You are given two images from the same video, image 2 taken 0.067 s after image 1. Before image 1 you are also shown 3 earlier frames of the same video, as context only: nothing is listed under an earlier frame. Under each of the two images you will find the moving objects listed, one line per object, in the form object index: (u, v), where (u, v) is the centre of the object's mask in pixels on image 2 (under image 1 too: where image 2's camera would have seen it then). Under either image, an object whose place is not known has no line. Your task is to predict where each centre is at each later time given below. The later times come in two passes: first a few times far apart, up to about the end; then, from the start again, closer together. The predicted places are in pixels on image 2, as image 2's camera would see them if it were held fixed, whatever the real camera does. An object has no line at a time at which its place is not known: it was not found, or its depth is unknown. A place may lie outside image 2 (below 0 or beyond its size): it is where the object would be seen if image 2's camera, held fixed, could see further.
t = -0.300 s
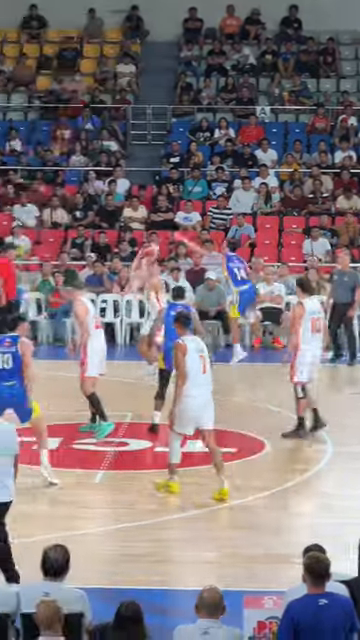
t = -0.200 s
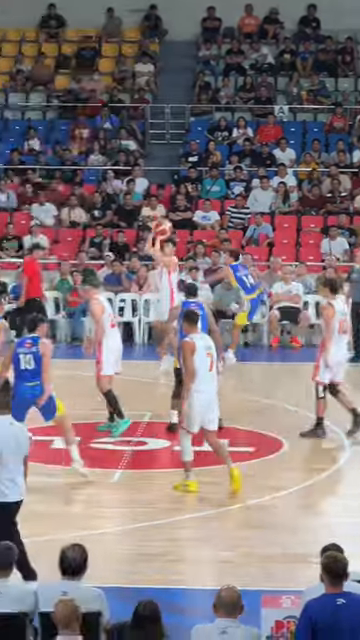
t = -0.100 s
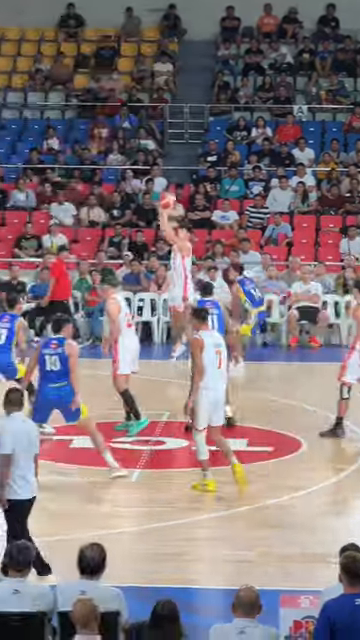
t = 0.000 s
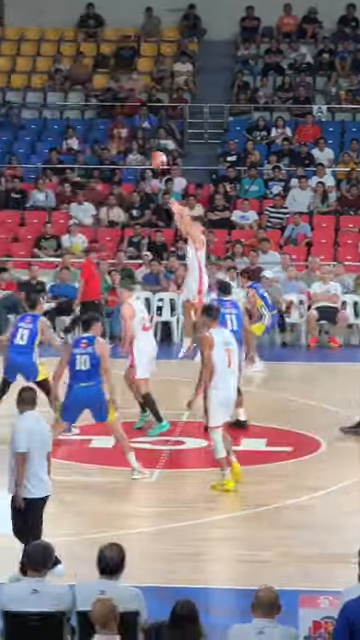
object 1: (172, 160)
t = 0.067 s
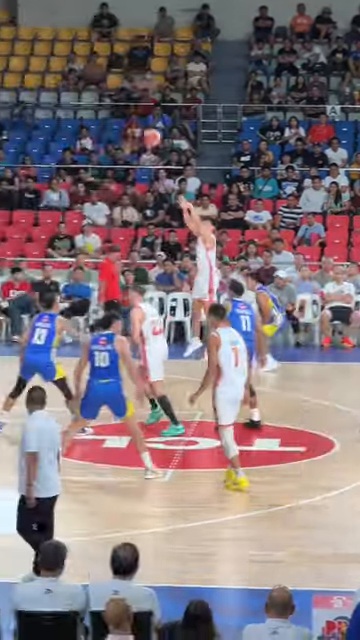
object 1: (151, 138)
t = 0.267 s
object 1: (90, 84)
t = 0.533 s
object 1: (3, 52)
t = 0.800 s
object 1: (-90, 75)
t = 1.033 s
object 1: (-177, 141)
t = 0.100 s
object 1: (141, 127)
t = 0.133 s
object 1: (132, 117)
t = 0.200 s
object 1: (111, 99)
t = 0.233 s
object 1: (101, 91)
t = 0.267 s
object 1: (90, 84)
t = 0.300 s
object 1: (80, 79)
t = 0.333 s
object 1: (70, 72)
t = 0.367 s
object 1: (57, 67)
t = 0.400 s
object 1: (49, 62)
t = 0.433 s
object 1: (38, 56)
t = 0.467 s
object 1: (26, 54)
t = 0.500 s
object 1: (14, 54)
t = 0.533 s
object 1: (3, 52)
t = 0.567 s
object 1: (-7, 52)
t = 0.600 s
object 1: (-20, 54)
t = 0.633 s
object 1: (-31, 55)
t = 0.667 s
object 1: (-42, 56)
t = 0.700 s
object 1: (-55, 60)
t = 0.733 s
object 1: (-66, 64)
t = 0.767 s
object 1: (-78, 69)
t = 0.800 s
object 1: (-90, 75)
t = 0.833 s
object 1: (-102, 80)
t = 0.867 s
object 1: (-115, 89)
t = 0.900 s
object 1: (-126, 98)
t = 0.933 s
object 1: (-140, 106)
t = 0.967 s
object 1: (-152, 117)
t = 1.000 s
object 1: (-164, 128)
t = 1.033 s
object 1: (-177, 141)
